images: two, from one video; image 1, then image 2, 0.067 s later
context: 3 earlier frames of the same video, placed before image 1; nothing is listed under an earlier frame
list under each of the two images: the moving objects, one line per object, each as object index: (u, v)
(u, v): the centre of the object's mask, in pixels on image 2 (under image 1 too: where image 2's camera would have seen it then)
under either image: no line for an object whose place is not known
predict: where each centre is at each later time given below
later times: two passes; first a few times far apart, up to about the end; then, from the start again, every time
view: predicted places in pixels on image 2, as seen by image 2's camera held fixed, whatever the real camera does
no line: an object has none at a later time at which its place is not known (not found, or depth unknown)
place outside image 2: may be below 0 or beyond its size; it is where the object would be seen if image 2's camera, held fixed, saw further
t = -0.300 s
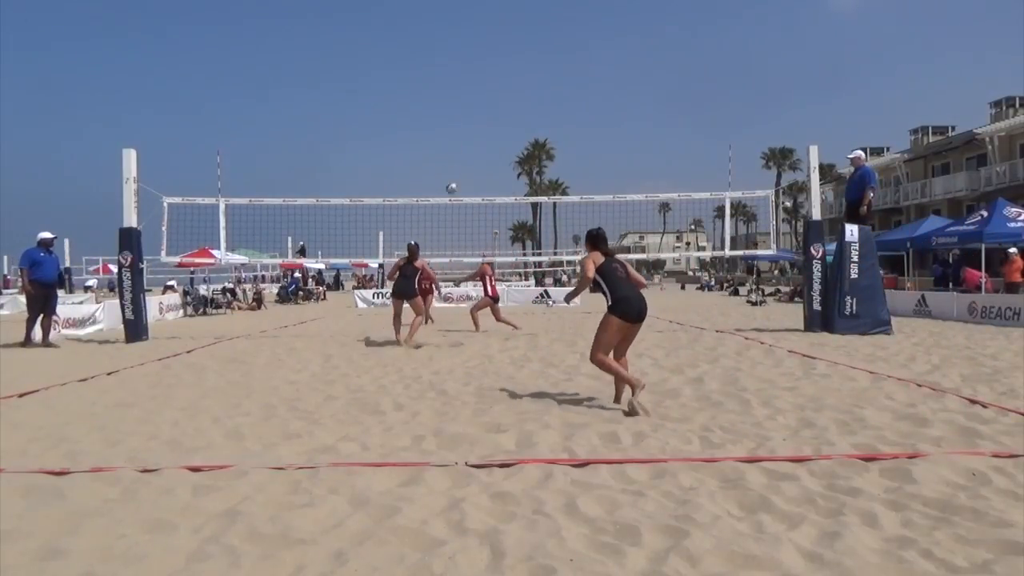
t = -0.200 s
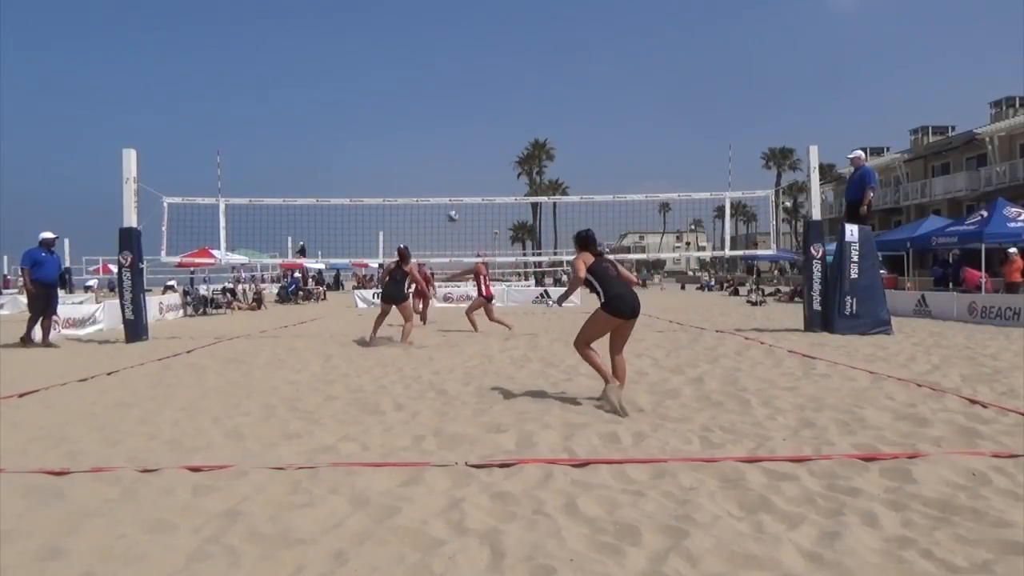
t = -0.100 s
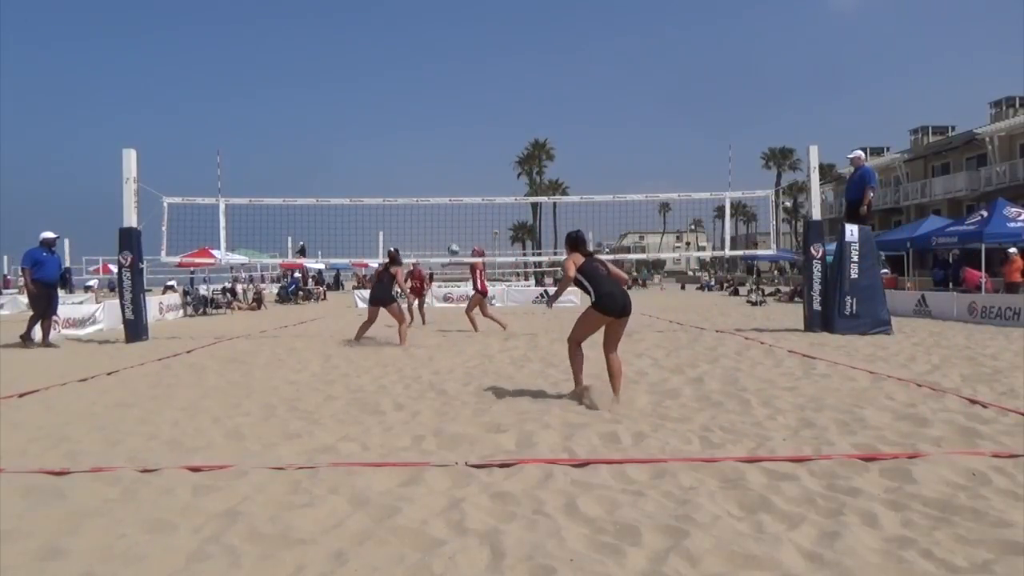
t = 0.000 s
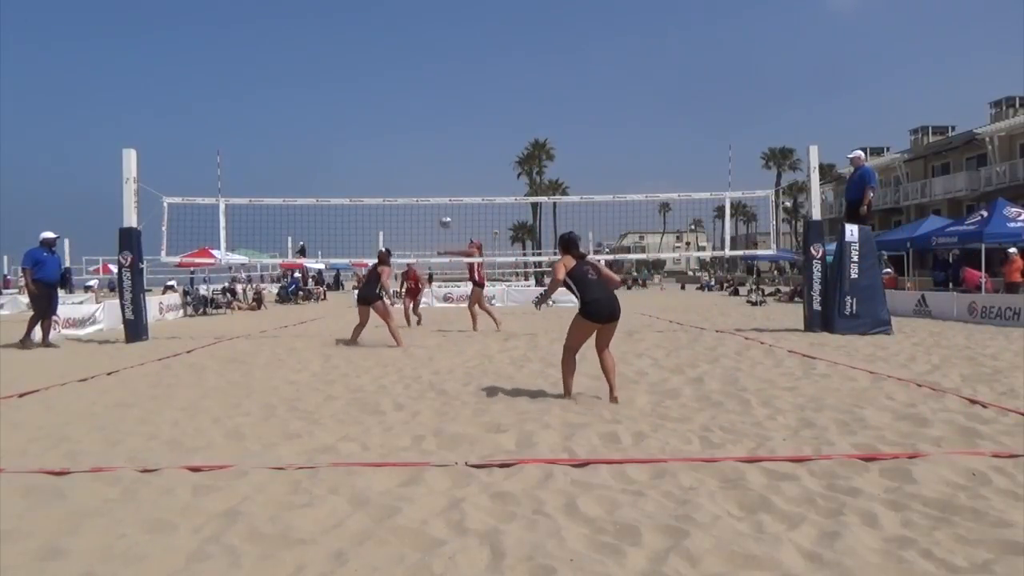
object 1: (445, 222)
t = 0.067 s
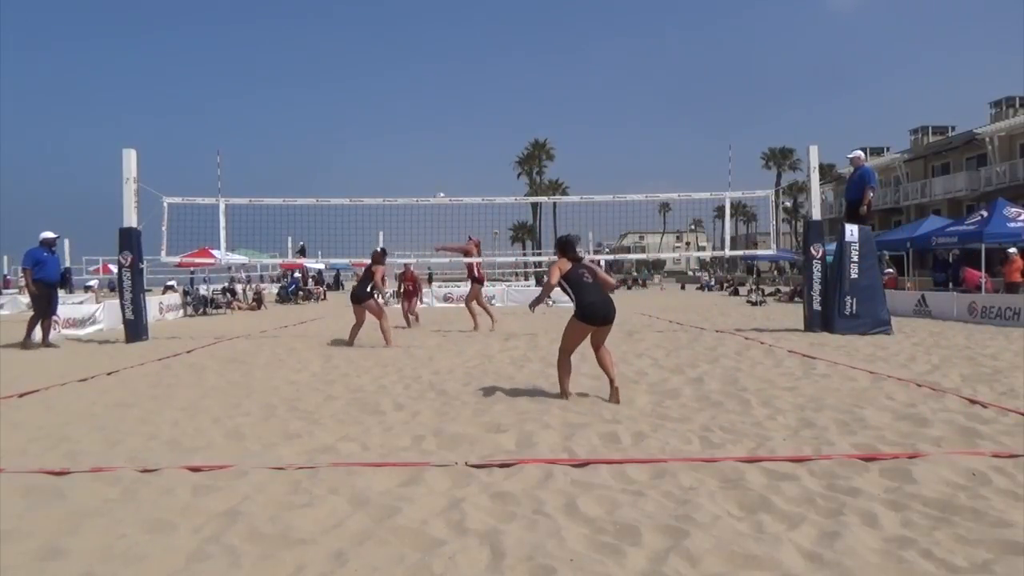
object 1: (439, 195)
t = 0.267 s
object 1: (423, 139)
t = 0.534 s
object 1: (402, 96)
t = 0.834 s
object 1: (381, 94)
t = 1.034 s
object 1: (369, 121)
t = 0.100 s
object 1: (436, 186)
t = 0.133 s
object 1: (434, 176)
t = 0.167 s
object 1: (431, 166)
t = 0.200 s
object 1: (428, 156)
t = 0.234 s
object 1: (426, 148)
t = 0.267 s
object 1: (423, 139)
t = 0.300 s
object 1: (420, 132)
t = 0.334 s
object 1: (418, 125)
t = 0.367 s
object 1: (415, 118)
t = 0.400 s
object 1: (412, 113)
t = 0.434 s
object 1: (410, 108)
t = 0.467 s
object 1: (407, 103)
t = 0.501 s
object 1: (405, 99)
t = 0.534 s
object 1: (402, 96)
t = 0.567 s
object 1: (400, 93)
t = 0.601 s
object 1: (398, 91)
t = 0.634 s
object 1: (395, 90)
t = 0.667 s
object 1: (393, 89)
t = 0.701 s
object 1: (391, 89)
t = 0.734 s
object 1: (388, 89)
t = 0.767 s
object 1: (386, 90)
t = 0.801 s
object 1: (384, 92)
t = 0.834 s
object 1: (381, 94)
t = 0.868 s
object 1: (379, 97)
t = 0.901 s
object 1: (377, 101)
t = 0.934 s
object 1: (375, 105)
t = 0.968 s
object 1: (373, 110)
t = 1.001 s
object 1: (371, 115)
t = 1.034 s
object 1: (369, 121)
